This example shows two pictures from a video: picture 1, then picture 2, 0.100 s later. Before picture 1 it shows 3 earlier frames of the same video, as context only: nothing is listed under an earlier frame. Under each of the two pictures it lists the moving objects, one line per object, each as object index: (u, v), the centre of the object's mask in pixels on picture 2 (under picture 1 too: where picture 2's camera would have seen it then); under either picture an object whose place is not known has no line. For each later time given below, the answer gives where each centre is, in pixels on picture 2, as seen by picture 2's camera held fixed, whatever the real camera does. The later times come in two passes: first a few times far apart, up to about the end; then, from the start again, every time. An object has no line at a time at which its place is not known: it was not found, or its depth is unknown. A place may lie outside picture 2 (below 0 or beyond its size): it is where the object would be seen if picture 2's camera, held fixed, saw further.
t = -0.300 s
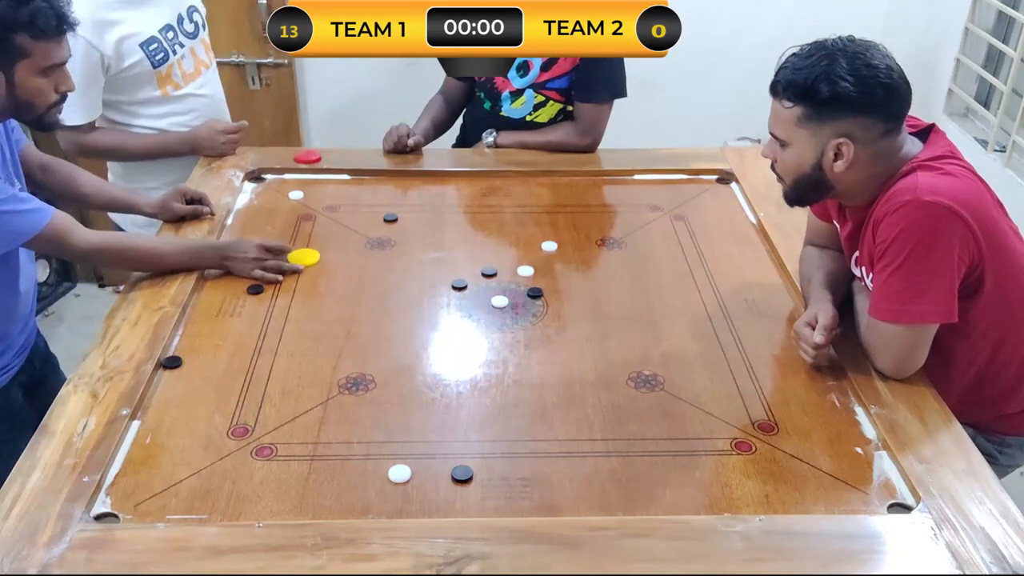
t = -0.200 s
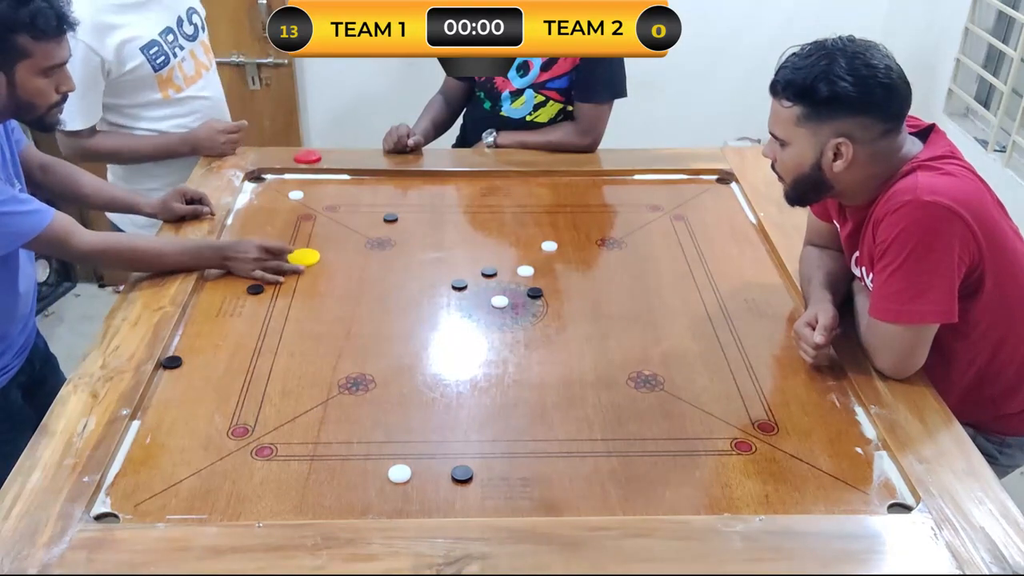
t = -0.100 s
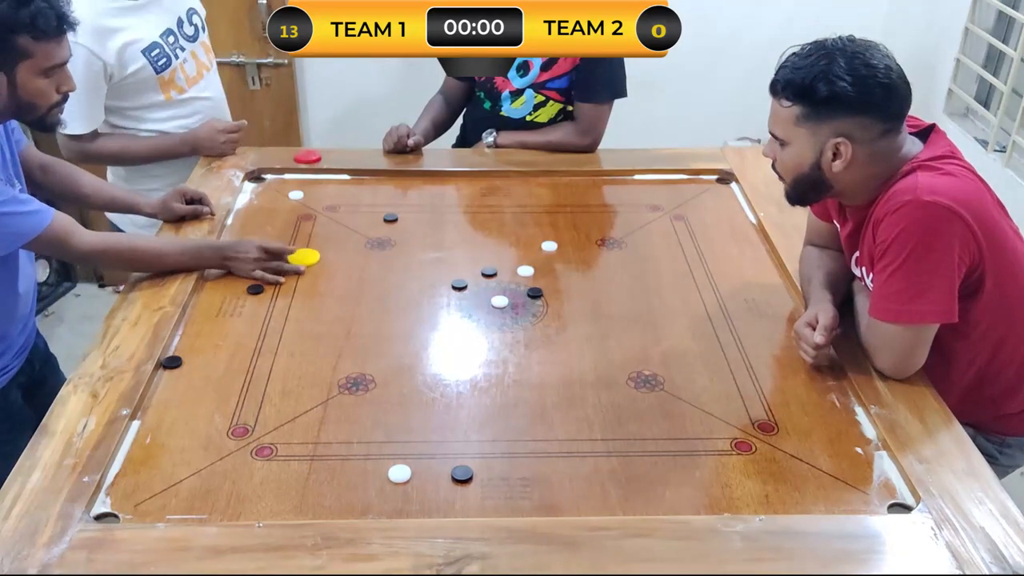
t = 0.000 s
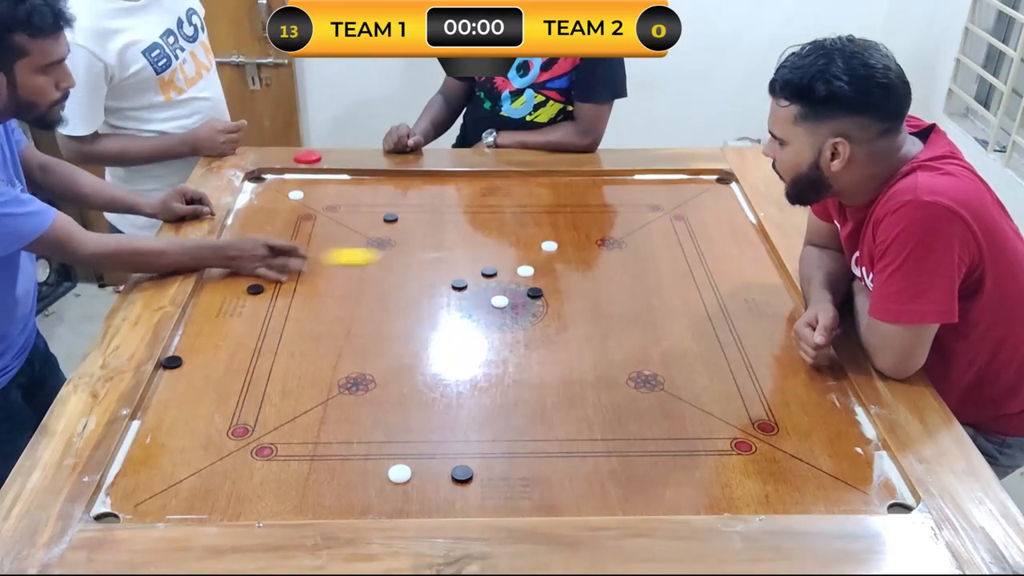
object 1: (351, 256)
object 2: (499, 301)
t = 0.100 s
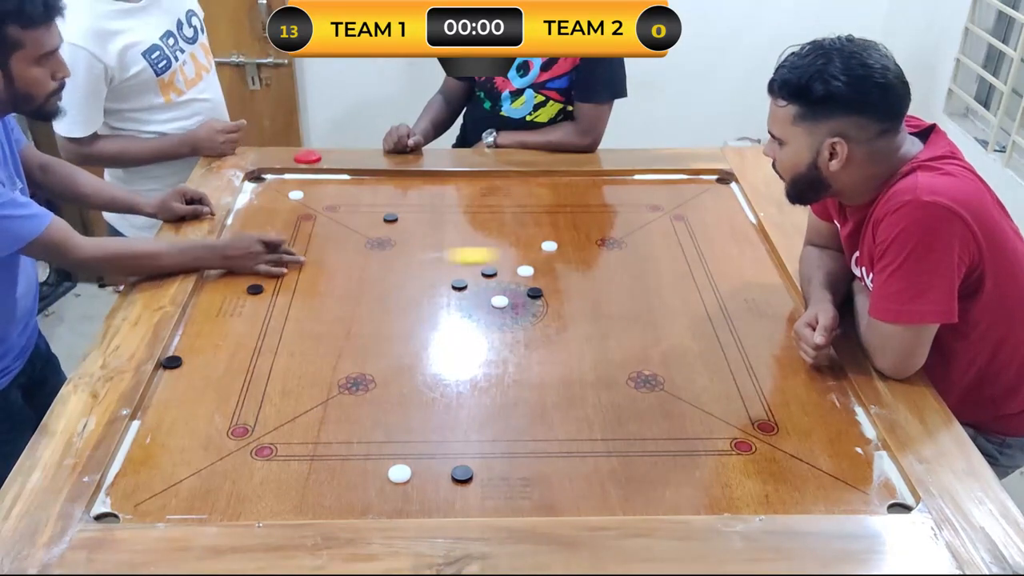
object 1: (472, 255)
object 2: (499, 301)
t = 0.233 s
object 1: (608, 260)
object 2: (499, 301)
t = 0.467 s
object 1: (740, 279)
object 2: (499, 301)
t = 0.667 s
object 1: (645, 292)
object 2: (499, 301)
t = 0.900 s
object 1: (553, 306)
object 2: (499, 301)
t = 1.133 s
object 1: (495, 317)
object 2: (485, 295)
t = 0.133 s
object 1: (512, 255)
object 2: (499, 301)
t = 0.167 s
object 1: (546, 255)
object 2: (499, 301)
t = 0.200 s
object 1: (576, 258)
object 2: (499, 301)
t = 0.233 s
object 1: (608, 260)
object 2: (499, 301)
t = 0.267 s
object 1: (639, 263)
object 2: (499, 301)
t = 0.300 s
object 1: (669, 266)
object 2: (499, 301)
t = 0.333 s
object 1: (699, 268)
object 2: (499, 301)
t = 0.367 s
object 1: (729, 271)
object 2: (499, 301)
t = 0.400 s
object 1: (758, 274)
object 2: (499, 301)
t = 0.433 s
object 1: (758, 276)
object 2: (499, 301)
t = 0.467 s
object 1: (740, 279)
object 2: (499, 301)
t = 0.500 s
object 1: (723, 281)
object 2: (499, 301)
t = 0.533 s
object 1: (707, 284)
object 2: (499, 301)
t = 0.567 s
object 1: (691, 286)
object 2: (499, 301)
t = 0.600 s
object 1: (675, 288)
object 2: (499, 301)
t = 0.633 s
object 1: (660, 290)
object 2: (499, 301)
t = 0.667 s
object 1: (645, 292)
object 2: (499, 301)
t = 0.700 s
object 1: (630, 294)
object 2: (499, 301)
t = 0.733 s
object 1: (617, 297)
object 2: (499, 301)
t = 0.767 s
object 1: (603, 299)
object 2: (499, 301)
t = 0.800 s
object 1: (590, 300)
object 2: (499, 301)
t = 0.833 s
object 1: (578, 302)
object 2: (499, 301)
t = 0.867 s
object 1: (566, 304)
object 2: (499, 301)
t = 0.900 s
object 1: (553, 306)
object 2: (499, 301)
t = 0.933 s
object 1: (543, 308)
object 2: (499, 301)
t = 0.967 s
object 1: (532, 309)
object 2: (499, 301)
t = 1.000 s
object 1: (523, 311)
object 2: (499, 301)
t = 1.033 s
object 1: (514, 312)
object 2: (496, 299)
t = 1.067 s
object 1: (507, 314)
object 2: (492, 298)
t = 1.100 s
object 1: (501, 316)
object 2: (488, 296)
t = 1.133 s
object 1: (495, 317)
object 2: (485, 295)
